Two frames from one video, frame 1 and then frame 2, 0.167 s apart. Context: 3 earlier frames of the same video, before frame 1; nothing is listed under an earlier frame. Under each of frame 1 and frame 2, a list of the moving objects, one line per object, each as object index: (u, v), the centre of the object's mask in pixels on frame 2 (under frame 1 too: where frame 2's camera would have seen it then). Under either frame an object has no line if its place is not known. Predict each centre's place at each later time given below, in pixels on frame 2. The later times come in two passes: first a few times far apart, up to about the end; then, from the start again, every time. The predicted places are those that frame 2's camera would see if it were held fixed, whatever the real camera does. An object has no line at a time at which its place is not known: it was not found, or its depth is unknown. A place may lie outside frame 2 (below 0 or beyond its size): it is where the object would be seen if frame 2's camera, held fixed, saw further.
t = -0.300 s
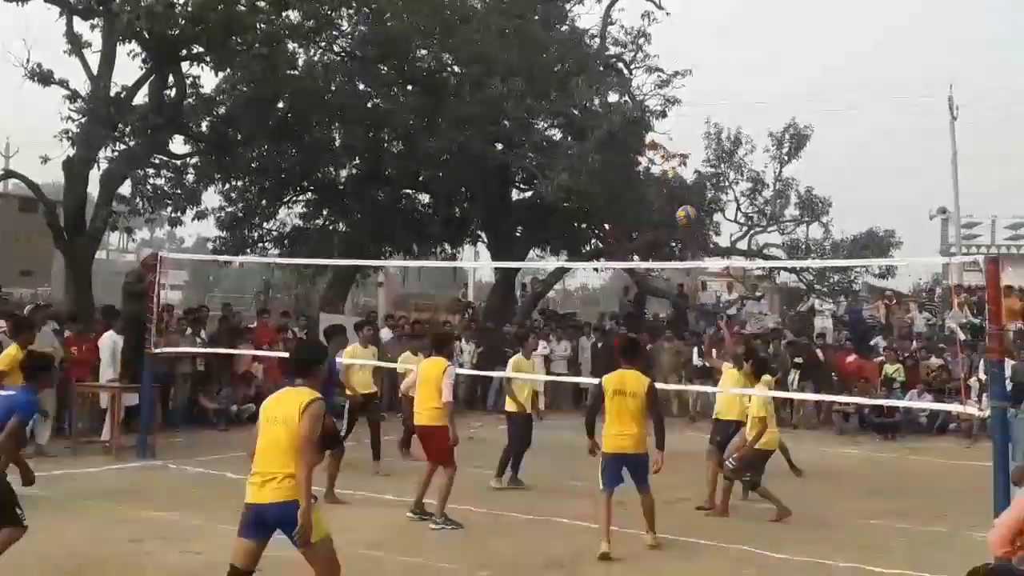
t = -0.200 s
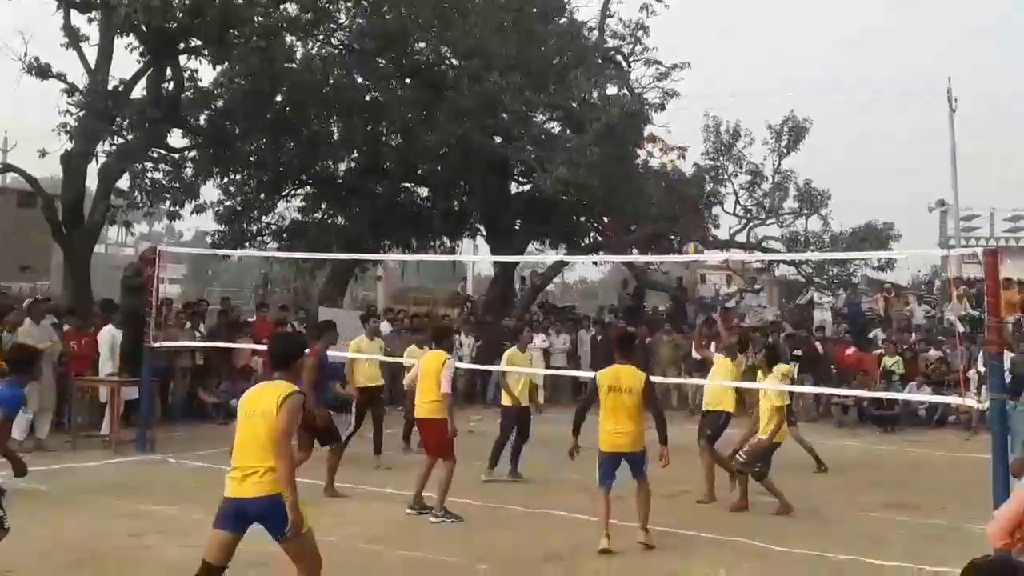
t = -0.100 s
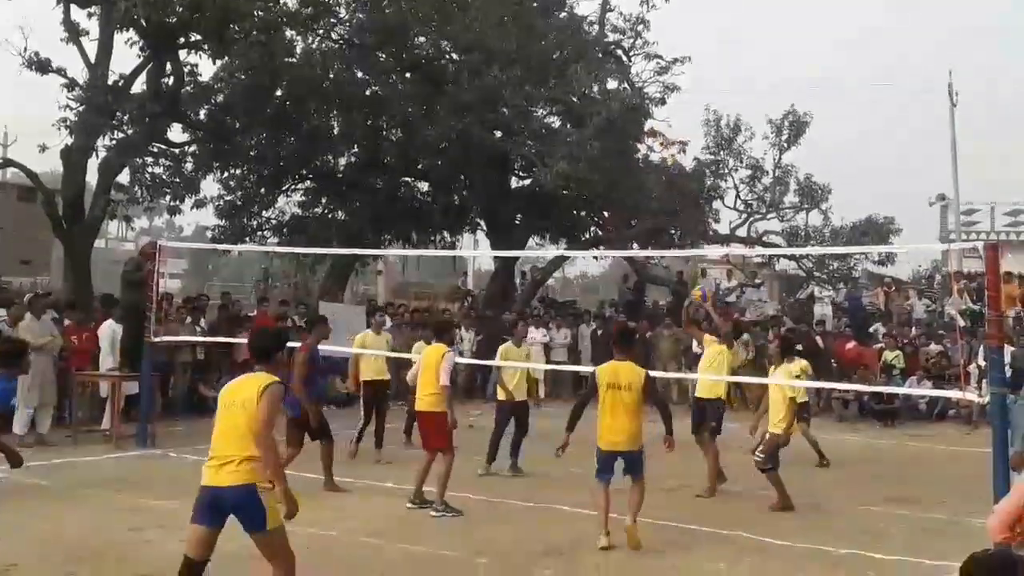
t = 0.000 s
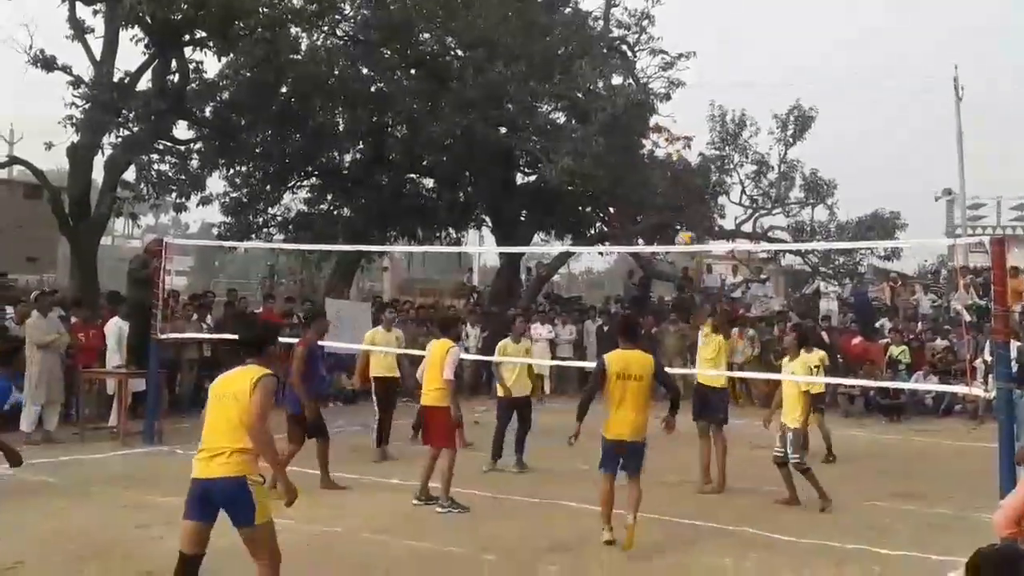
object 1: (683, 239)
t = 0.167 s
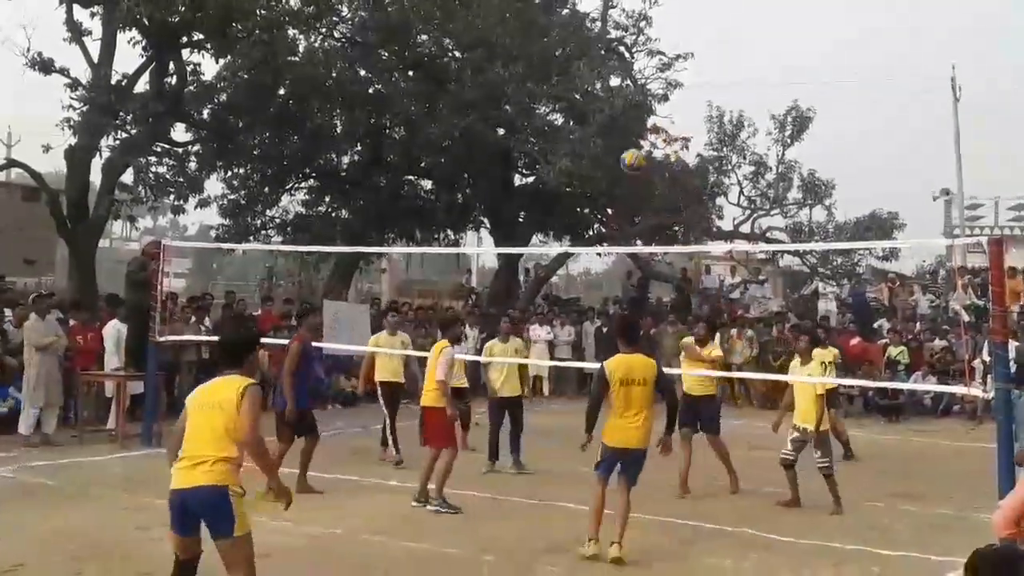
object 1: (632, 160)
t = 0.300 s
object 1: (581, 105)
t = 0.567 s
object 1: (440, 34)
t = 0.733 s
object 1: (316, 30)
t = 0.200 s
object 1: (621, 146)
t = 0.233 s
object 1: (608, 131)
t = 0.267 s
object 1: (595, 117)
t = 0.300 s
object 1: (581, 105)
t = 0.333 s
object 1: (566, 93)
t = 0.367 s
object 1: (551, 80)
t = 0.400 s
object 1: (535, 71)
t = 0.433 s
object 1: (518, 60)
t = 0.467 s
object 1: (500, 53)
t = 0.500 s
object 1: (481, 46)
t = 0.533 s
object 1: (461, 39)
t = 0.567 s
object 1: (440, 34)
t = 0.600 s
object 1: (418, 31)
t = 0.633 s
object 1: (394, 27)
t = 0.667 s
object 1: (369, 26)
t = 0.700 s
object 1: (343, 28)
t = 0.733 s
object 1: (316, 30)
